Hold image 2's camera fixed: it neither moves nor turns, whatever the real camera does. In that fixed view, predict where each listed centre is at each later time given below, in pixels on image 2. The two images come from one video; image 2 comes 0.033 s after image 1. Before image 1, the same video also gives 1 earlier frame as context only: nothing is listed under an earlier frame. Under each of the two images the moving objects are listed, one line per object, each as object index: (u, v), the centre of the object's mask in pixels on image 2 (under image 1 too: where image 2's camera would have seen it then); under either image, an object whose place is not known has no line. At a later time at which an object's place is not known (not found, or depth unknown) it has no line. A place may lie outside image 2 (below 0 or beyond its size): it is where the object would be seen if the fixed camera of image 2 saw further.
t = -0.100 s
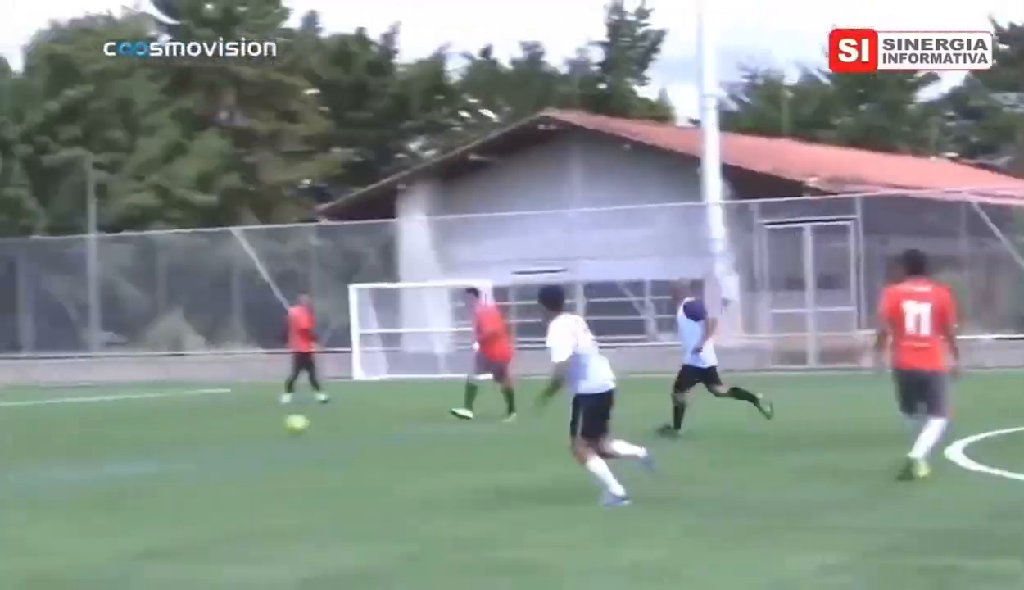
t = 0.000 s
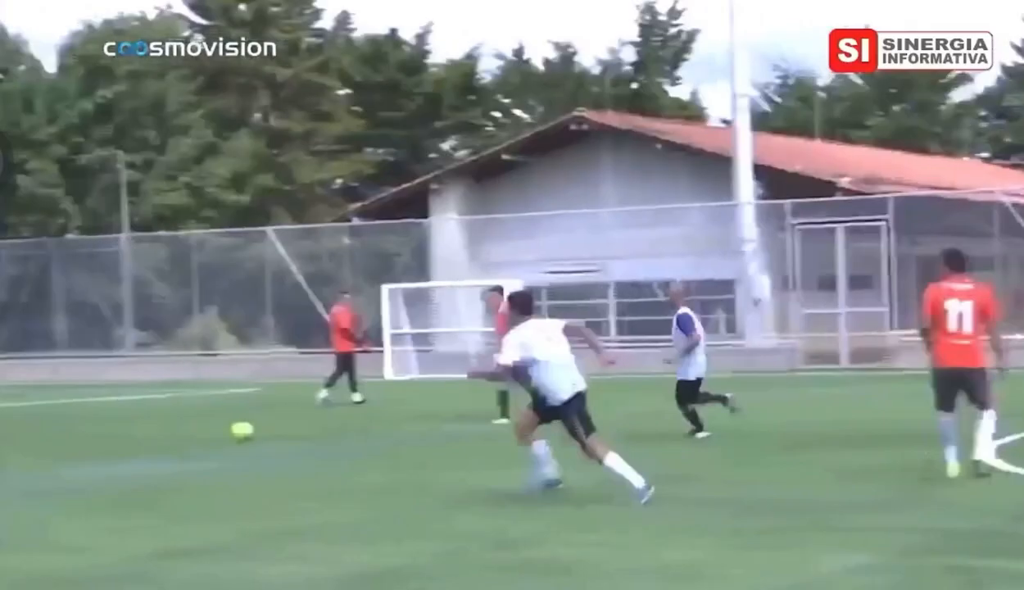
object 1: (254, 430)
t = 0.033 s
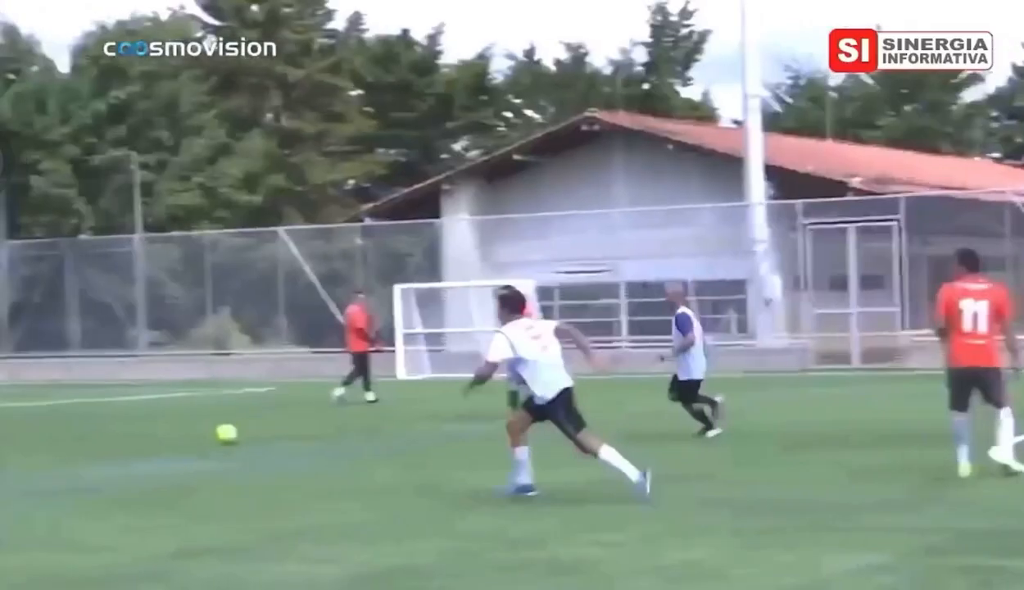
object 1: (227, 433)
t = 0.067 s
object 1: (199, 435)
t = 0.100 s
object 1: (189, 436)
